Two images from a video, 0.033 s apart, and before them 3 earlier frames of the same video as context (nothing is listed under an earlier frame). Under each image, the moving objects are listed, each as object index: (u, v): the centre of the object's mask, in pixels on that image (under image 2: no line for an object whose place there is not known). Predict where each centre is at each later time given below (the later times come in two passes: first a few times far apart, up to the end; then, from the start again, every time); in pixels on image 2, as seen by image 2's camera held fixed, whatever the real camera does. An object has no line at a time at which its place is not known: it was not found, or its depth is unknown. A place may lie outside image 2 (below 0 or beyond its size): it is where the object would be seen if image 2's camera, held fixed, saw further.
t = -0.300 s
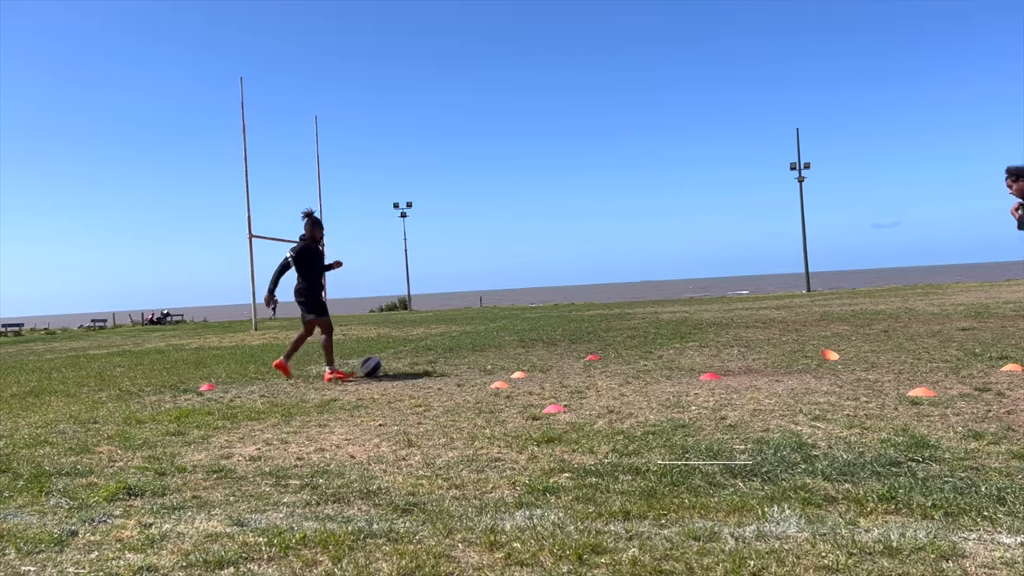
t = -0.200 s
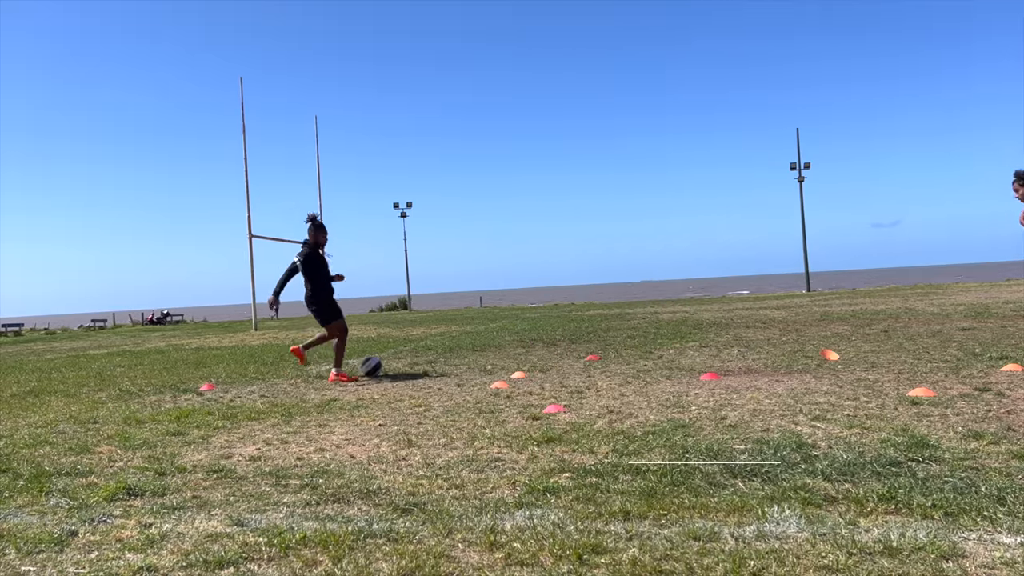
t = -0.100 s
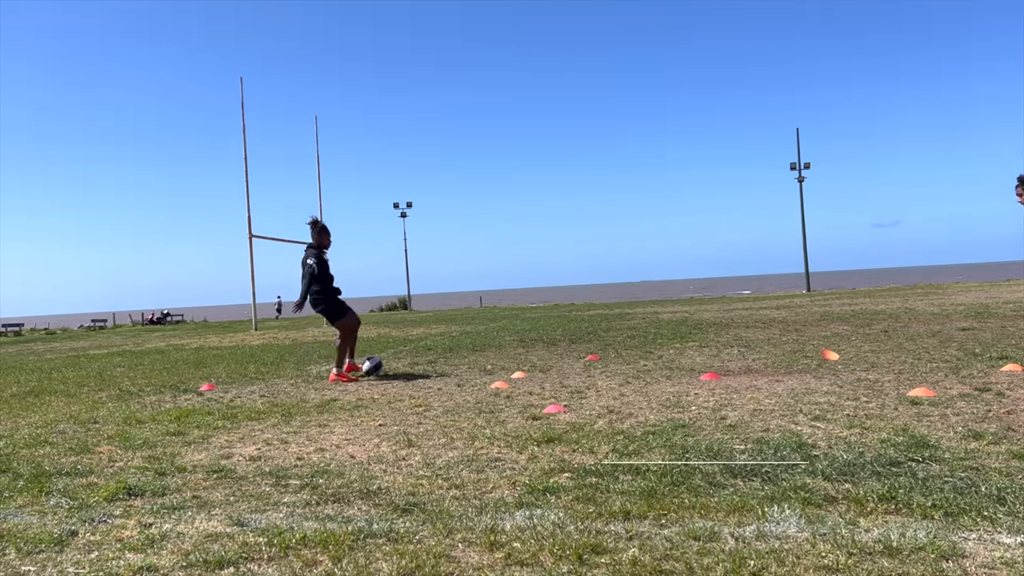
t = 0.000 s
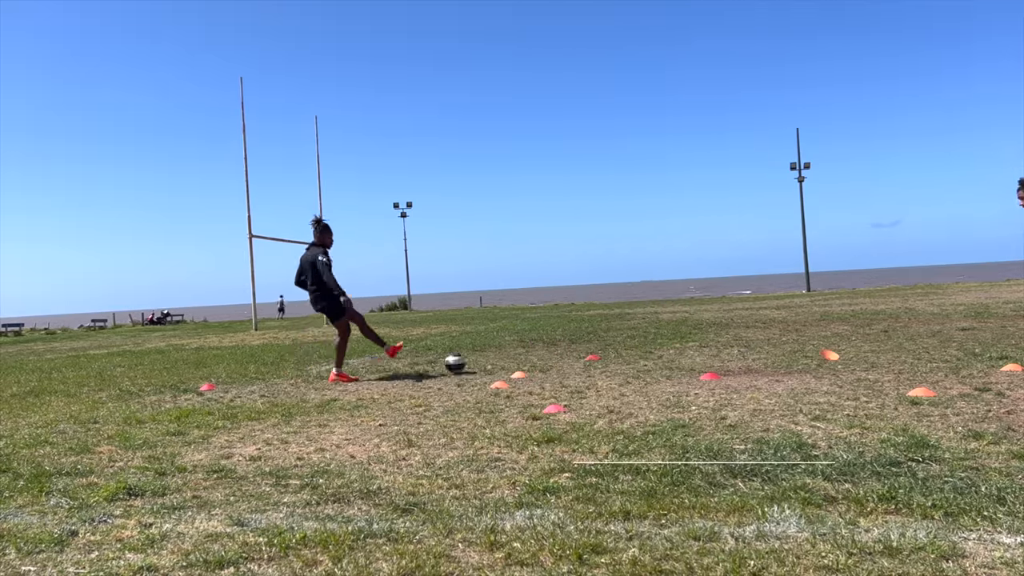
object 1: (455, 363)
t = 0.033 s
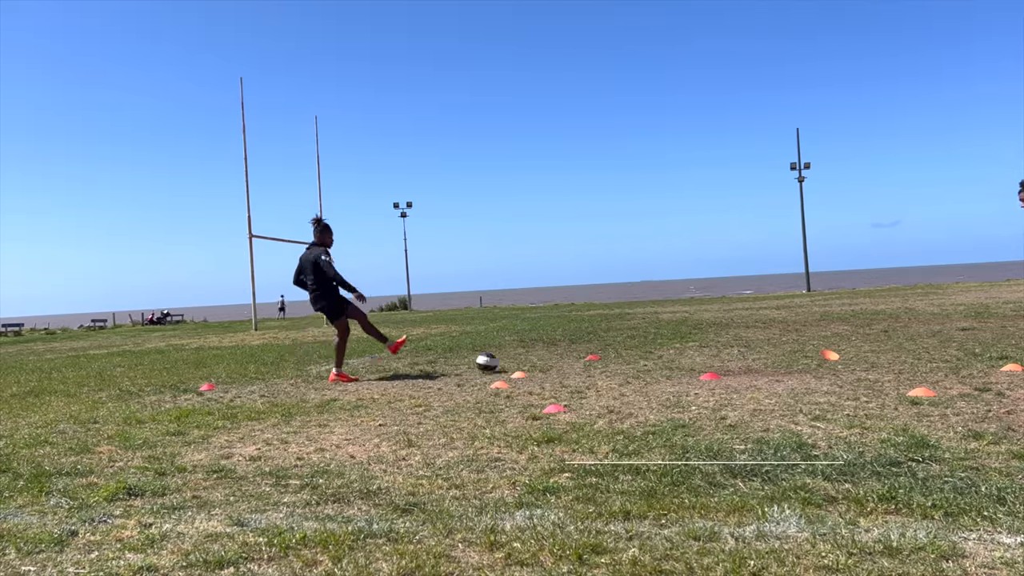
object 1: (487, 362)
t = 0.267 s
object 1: (701, 356)
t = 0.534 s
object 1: (935, 349)
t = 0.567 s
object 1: (963, 347)
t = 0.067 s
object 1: (517, 361)
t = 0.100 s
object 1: (548, 360)
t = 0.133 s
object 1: (579, 359)
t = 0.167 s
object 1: (610, 359)
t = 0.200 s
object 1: (639, 357)
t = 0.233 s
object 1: (669, 356)
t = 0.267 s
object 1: (701, 356)
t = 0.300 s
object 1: (732, 356)
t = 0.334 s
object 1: (762, 354)
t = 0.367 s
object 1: (792, 353)
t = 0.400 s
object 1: (821, 352)
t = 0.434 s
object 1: (850, 351)
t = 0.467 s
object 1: (879, 350)
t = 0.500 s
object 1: (908, 350)
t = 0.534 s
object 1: (935, 349)
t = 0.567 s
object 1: (963, 347)
